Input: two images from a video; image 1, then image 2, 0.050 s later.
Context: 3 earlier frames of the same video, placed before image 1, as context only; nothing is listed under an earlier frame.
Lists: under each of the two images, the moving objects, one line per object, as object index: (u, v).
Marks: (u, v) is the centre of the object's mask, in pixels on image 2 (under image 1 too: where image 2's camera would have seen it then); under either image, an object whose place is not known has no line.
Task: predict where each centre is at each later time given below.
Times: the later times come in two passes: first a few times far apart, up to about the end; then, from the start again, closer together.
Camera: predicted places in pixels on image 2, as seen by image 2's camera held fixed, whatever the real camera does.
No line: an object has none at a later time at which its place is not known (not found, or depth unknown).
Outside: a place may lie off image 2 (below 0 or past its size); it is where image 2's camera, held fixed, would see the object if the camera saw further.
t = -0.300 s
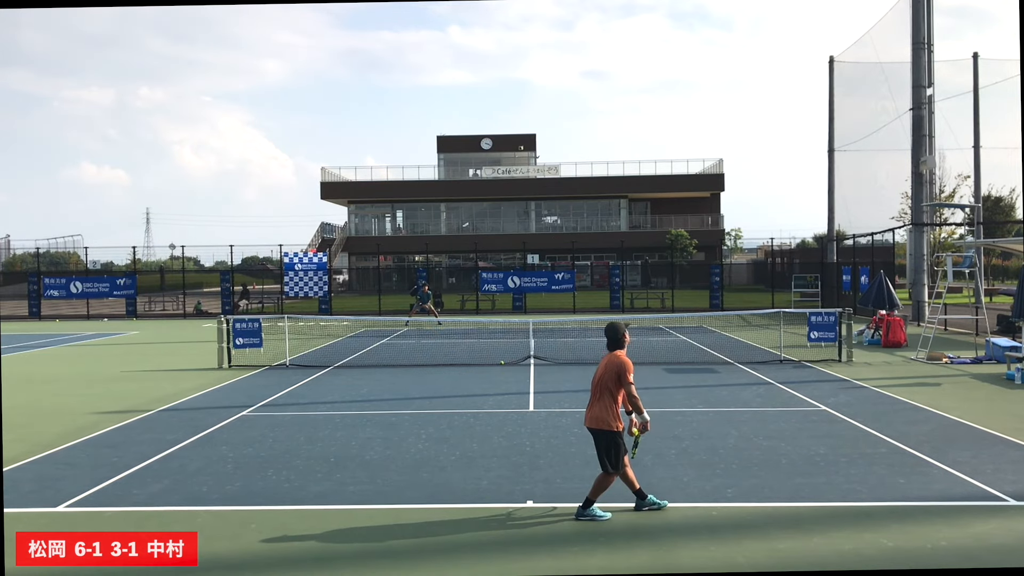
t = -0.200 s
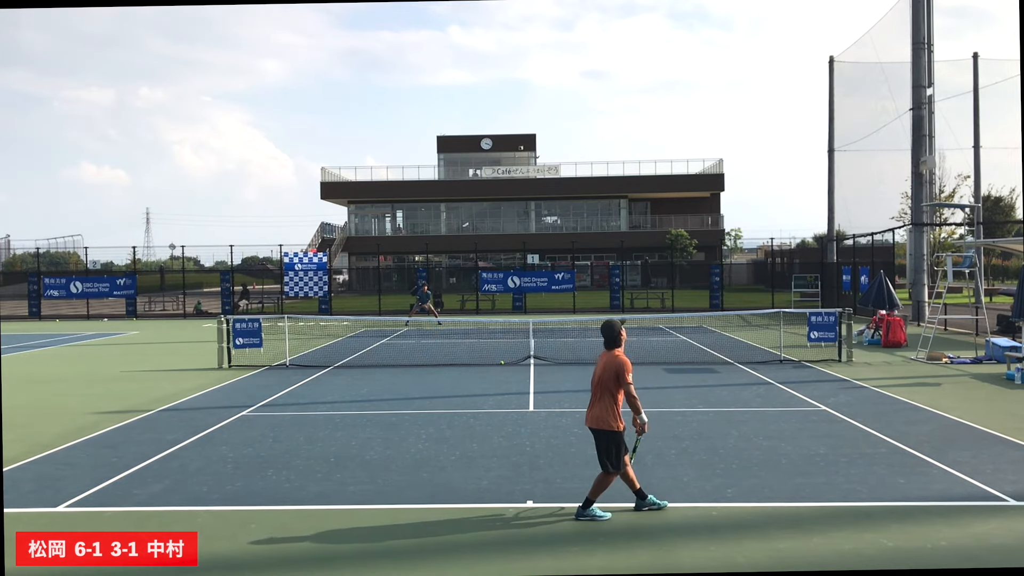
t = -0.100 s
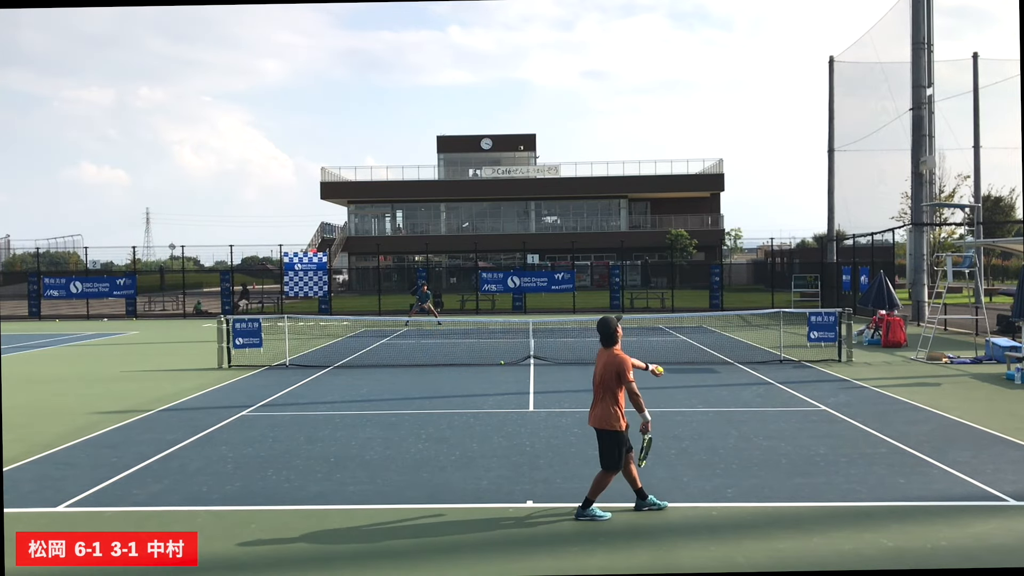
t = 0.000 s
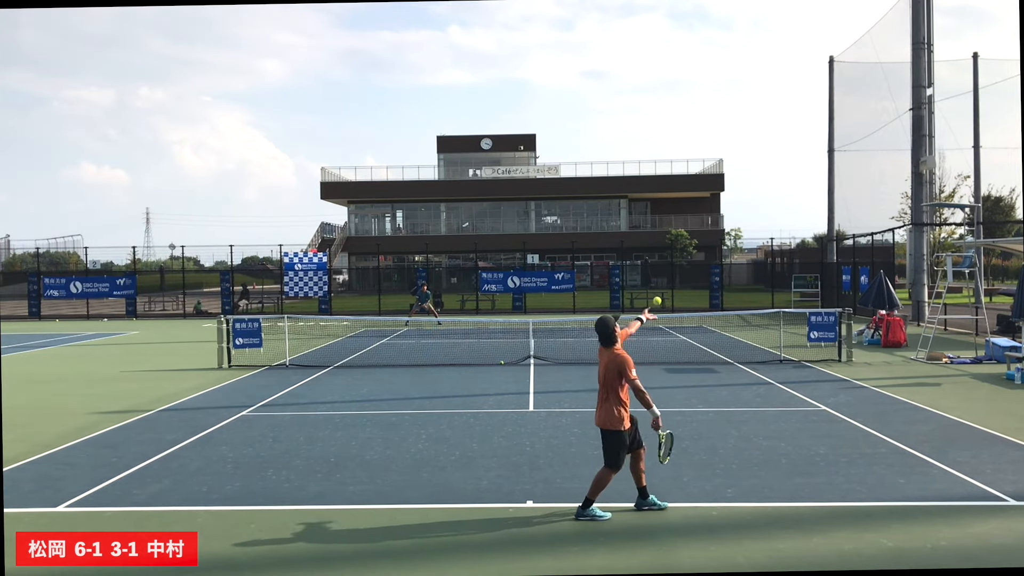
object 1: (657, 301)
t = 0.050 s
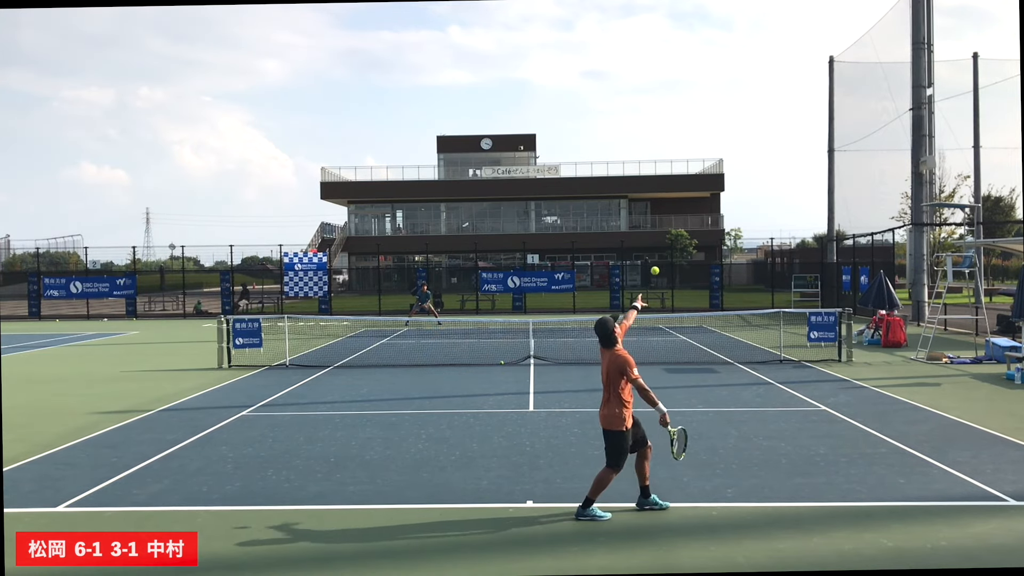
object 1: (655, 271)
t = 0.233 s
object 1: (647, 186)
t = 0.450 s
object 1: (640, 136)
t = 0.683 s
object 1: (633, 142)
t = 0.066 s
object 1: (654, 261)
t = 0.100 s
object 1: (652, 243)
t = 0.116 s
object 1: (652, 235)
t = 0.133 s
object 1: (651, 227)
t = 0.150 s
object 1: (651, 219)
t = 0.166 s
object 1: (650, 212)
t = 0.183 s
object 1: (649, 205)
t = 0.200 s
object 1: (649, 198)
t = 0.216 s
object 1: (648, 192)
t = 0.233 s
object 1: (647, 186)
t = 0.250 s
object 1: (647, 180)
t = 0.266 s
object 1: (646, 175)
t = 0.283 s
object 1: (645, 170)
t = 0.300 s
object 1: (645, 165)
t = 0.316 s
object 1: (644, 161)
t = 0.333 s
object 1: (644, 157)
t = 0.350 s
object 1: (643, 153)
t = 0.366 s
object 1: (643, 149)
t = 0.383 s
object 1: (642, 146)
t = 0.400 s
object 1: (641, 143)
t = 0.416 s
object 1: (641, 141)
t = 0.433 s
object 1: (640, 138)
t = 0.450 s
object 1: (640, 136)
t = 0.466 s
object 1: (639, 135)
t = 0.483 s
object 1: (639, 134)
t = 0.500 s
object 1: (638, 133)
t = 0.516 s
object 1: (638, 132)
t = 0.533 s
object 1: (637, 132)
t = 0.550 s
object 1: (637, 132)
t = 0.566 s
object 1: (636, 132)
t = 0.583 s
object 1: (636, 132)
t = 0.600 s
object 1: (635, 133)
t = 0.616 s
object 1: (635, 135)
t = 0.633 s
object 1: (634, 136)
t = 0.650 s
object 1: (634, 138)
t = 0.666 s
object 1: (633, 140)
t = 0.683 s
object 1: (633, 142)
